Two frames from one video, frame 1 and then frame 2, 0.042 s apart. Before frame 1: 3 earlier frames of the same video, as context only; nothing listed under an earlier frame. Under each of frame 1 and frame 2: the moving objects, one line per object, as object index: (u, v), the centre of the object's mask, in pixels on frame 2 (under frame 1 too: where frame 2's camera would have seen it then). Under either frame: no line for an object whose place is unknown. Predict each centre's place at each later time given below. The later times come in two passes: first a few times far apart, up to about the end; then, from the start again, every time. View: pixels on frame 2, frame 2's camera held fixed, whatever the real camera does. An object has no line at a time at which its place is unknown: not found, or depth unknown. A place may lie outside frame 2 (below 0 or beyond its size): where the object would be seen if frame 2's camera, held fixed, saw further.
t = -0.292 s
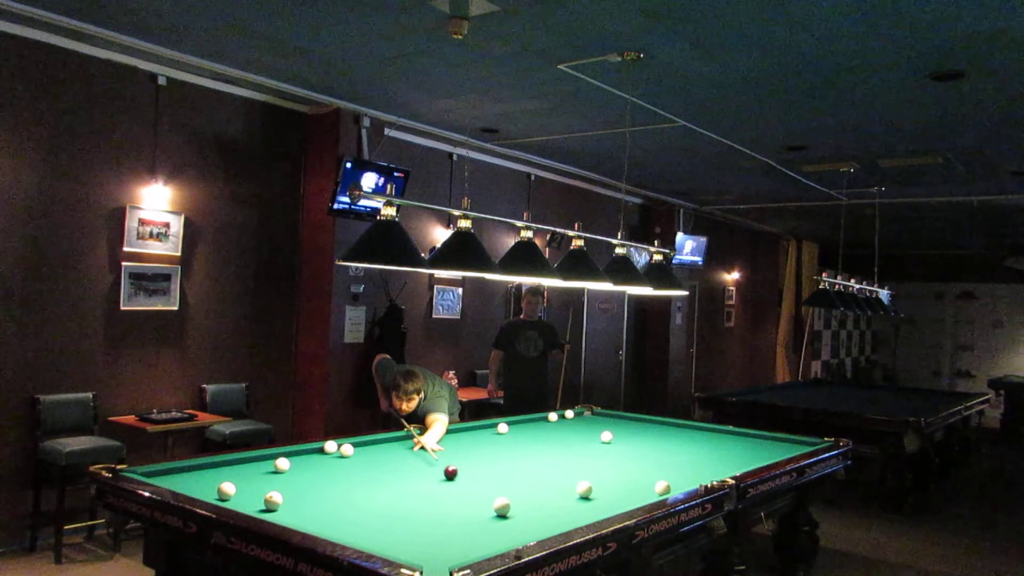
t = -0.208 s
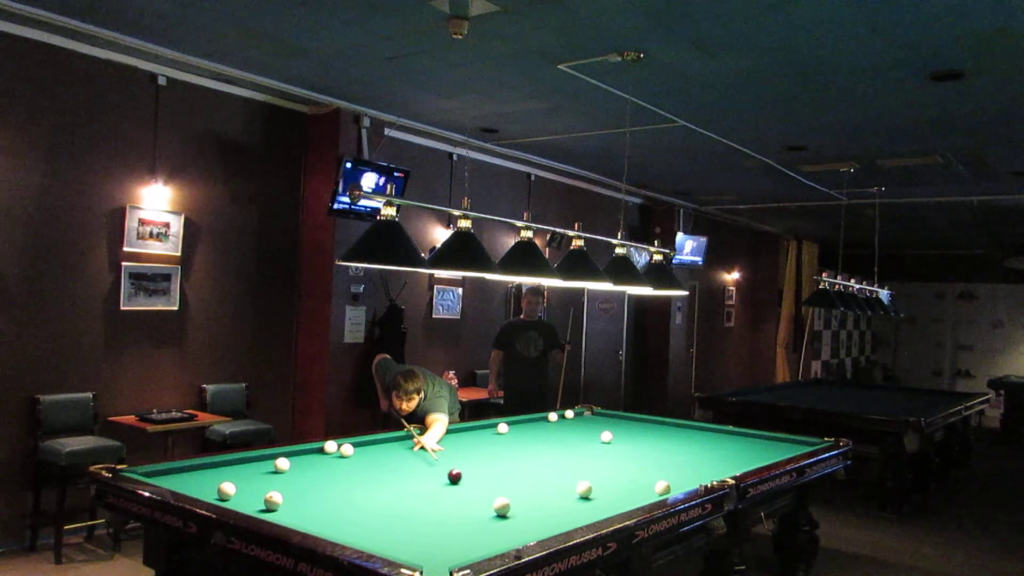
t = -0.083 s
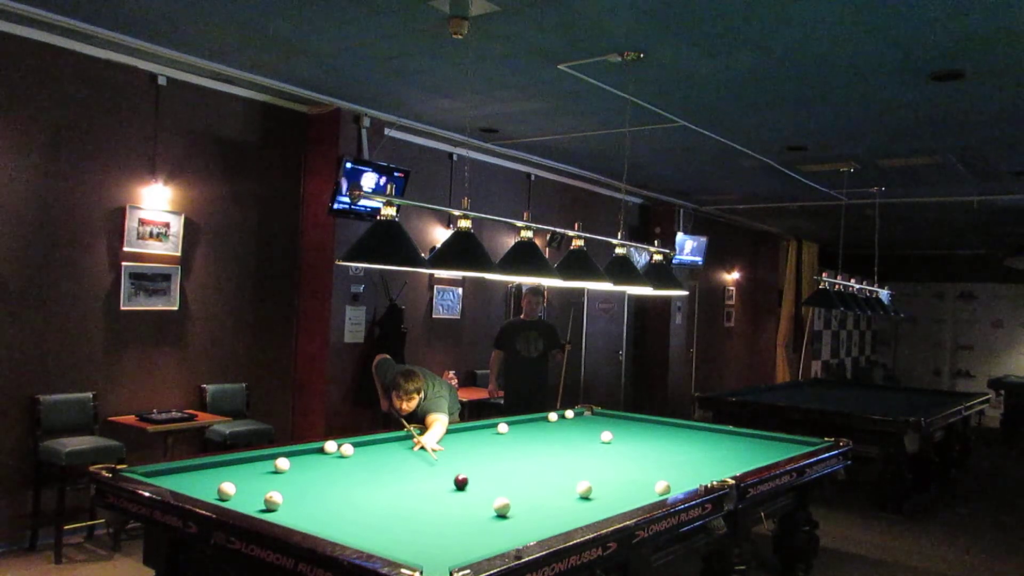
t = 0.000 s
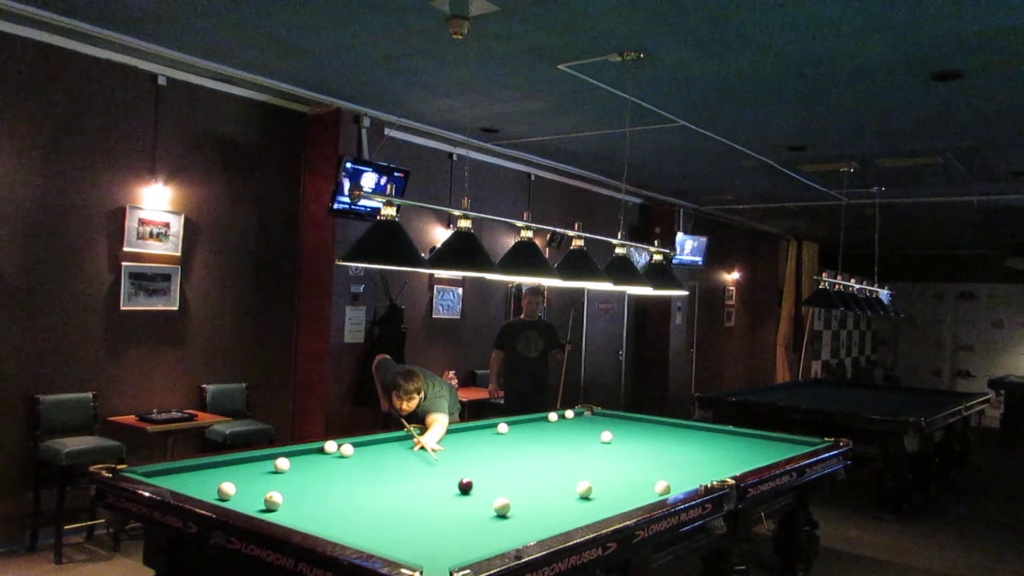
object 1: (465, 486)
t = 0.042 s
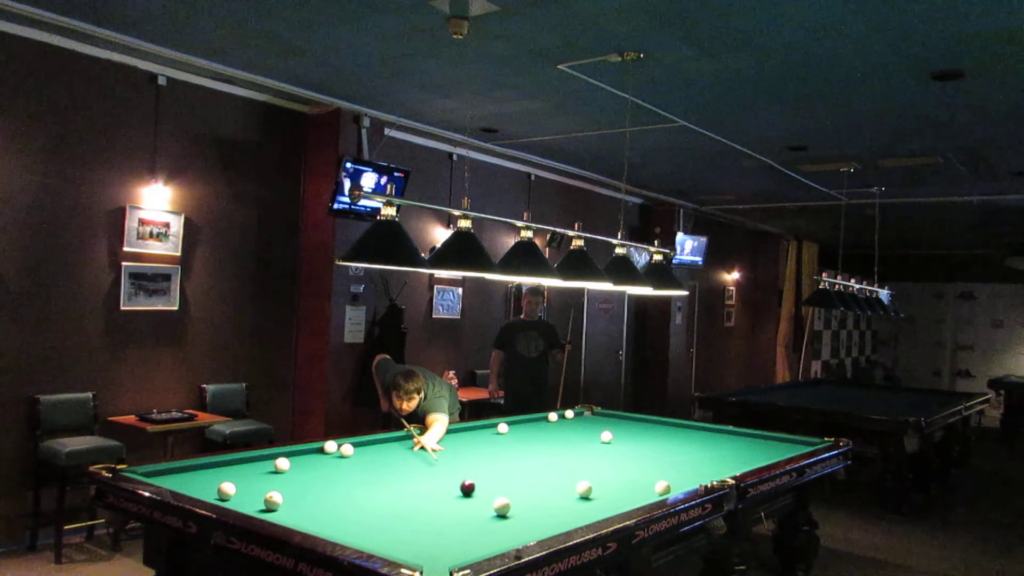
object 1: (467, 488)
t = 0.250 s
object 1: (479, 499)
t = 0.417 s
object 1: (483, 507)
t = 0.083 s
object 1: (470, 490)
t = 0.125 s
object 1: (472, 492)
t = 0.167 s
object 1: (474, 494)
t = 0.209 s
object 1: (477, 497)
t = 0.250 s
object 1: (479, 499)
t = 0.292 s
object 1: (482, 501)
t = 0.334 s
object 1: (484, 503)
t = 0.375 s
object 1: (485, 505)
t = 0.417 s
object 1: (483, 507)
